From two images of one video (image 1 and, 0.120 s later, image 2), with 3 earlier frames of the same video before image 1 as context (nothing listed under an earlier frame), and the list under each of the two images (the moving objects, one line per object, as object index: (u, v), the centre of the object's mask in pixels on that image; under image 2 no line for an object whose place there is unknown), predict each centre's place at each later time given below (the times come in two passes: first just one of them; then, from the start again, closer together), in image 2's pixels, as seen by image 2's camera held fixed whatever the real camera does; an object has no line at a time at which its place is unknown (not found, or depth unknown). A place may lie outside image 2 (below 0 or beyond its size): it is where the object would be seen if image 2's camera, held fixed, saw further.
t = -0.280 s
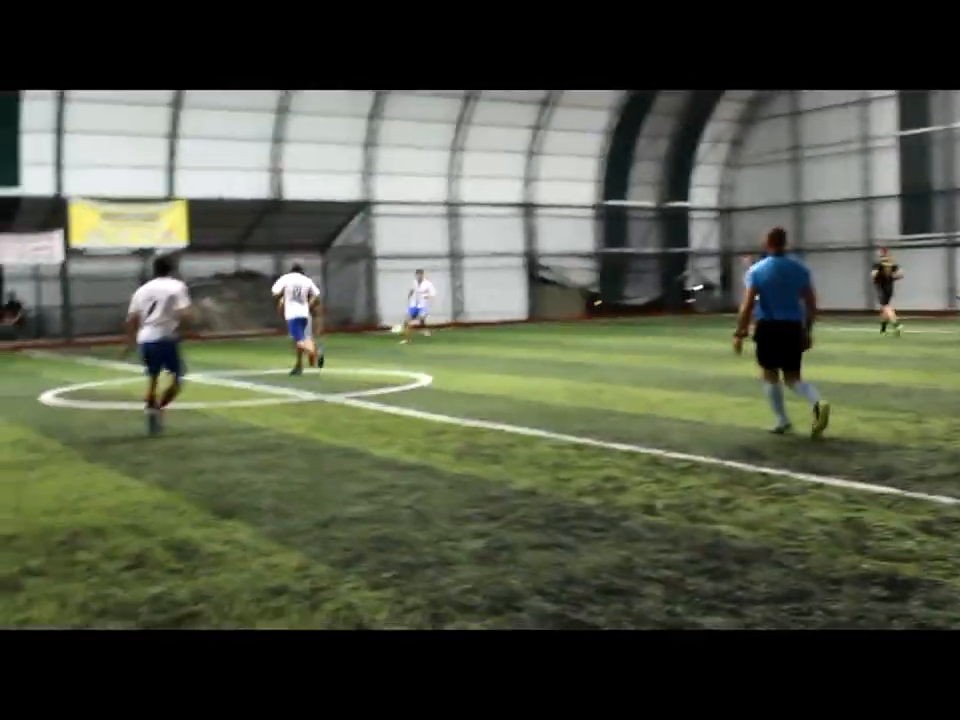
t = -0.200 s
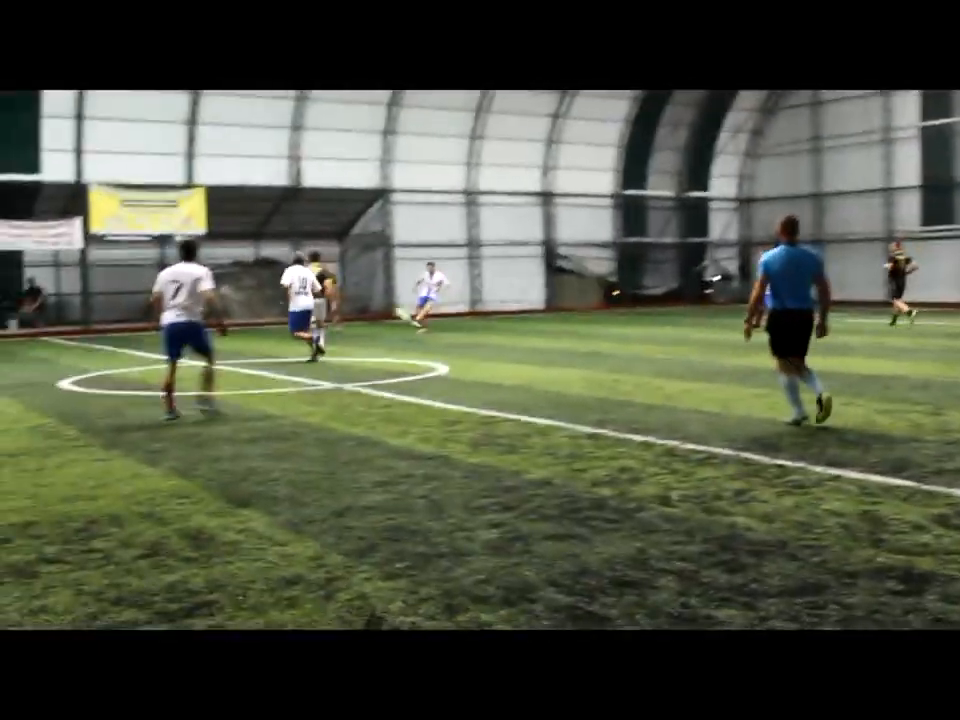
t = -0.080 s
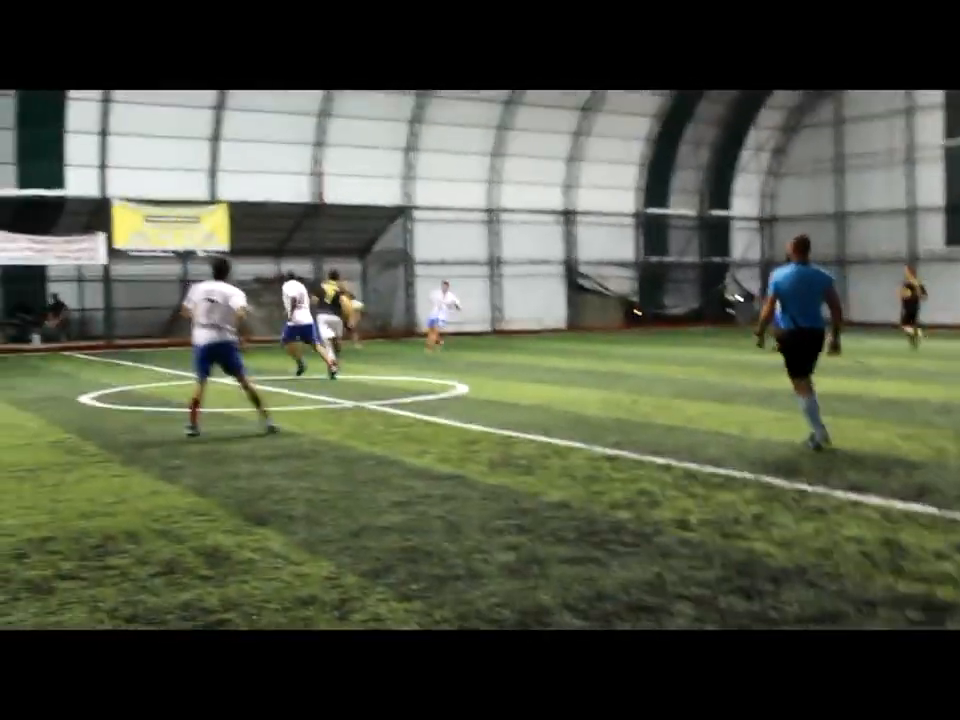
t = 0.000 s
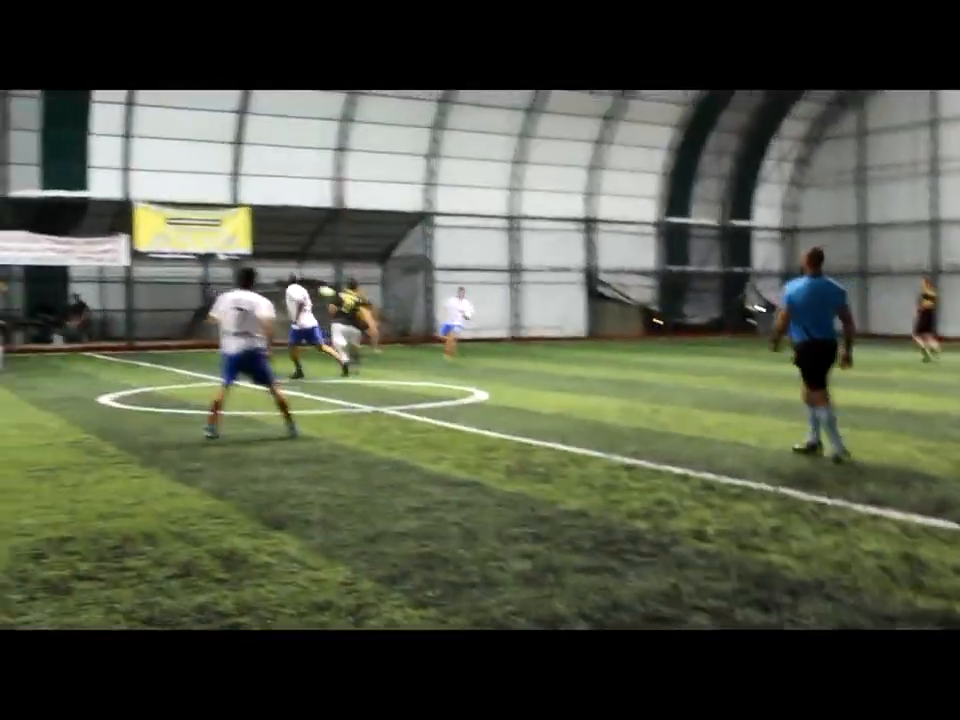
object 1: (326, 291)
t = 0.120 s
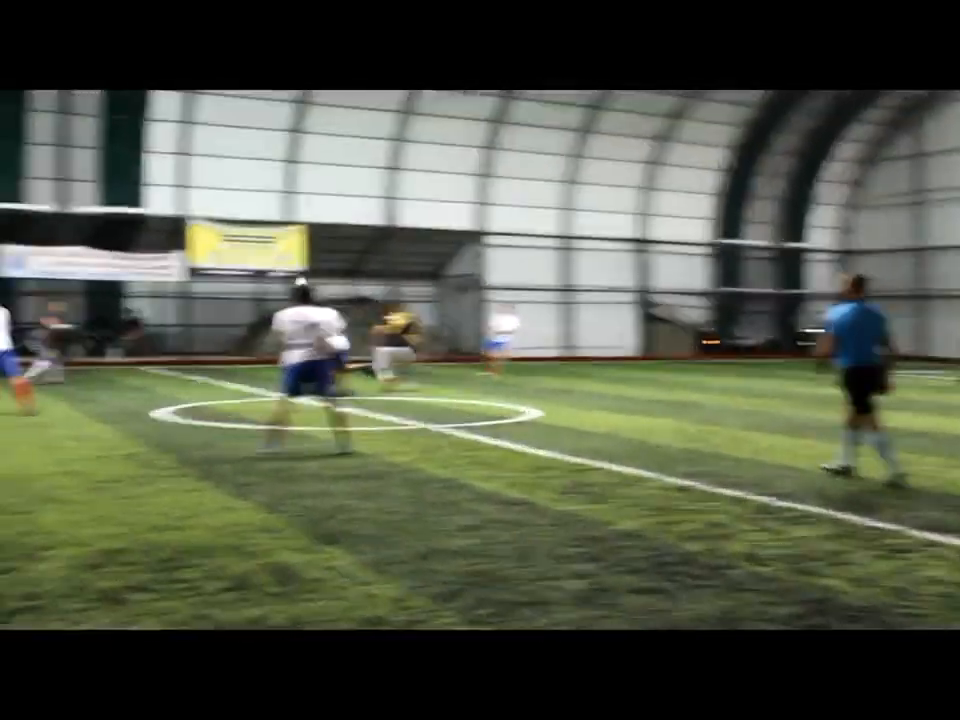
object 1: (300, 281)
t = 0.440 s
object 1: (62, 237)
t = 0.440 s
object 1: (62, 237)
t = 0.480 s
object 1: (28, 234)
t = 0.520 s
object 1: (-7, 231)
